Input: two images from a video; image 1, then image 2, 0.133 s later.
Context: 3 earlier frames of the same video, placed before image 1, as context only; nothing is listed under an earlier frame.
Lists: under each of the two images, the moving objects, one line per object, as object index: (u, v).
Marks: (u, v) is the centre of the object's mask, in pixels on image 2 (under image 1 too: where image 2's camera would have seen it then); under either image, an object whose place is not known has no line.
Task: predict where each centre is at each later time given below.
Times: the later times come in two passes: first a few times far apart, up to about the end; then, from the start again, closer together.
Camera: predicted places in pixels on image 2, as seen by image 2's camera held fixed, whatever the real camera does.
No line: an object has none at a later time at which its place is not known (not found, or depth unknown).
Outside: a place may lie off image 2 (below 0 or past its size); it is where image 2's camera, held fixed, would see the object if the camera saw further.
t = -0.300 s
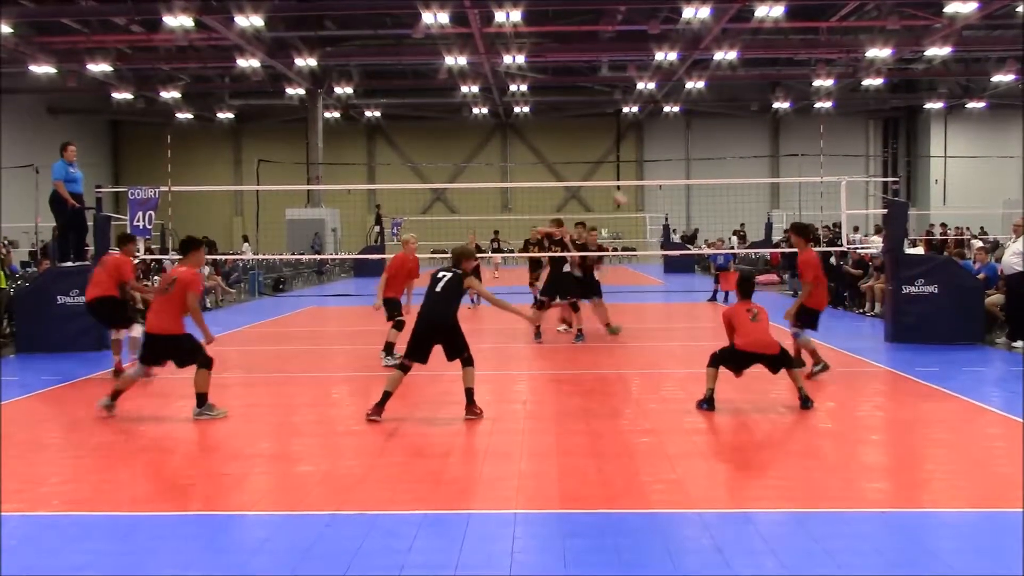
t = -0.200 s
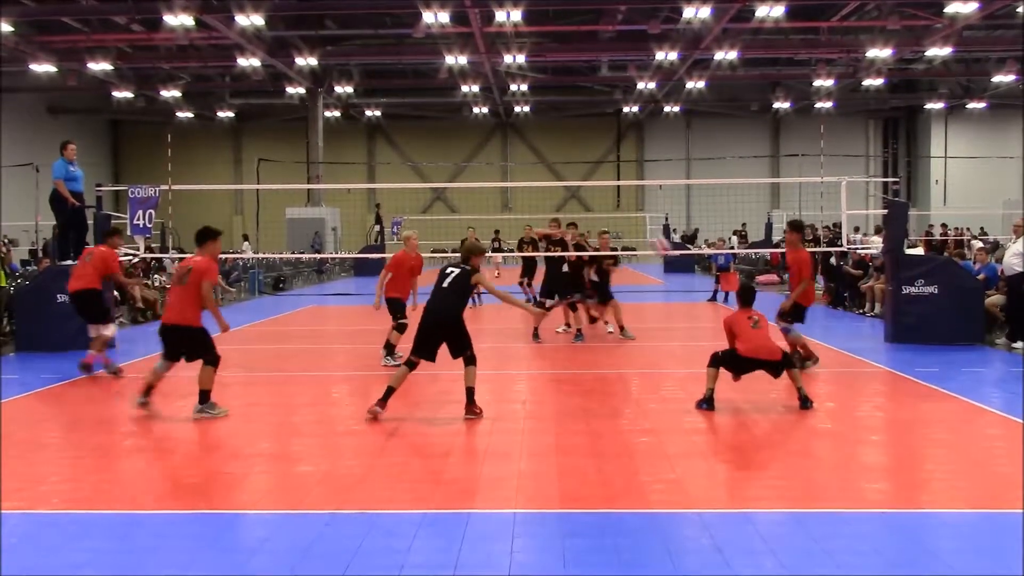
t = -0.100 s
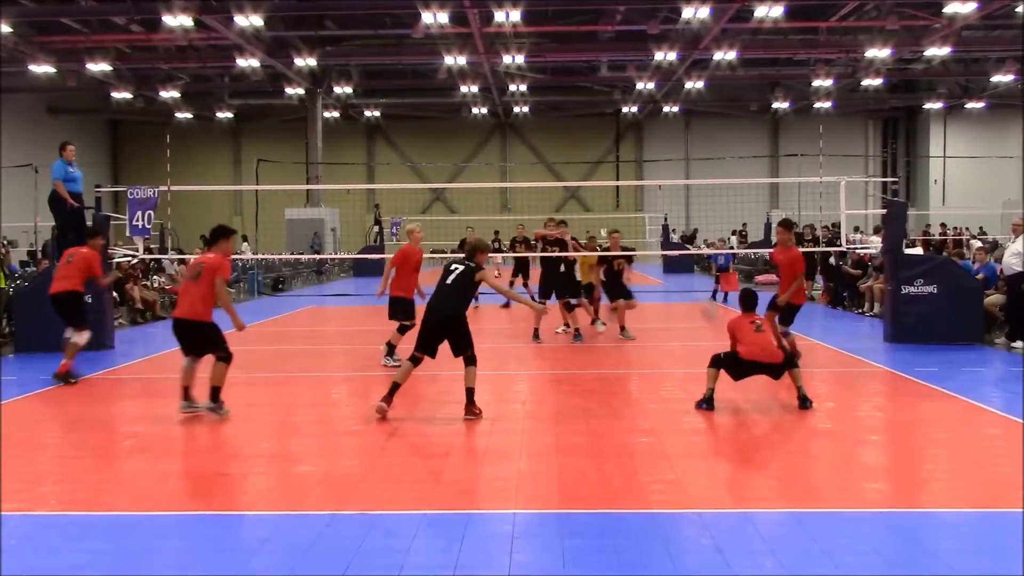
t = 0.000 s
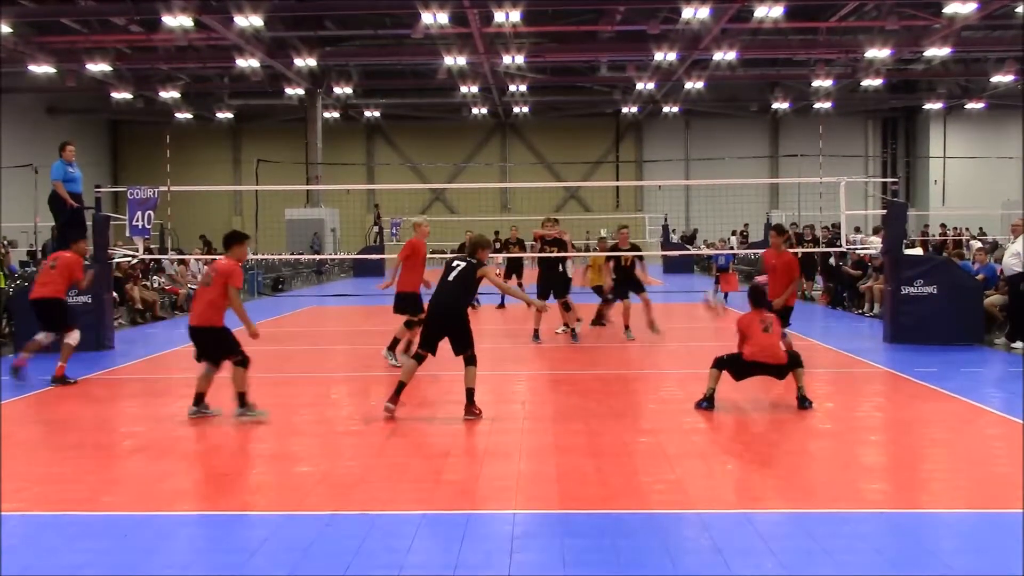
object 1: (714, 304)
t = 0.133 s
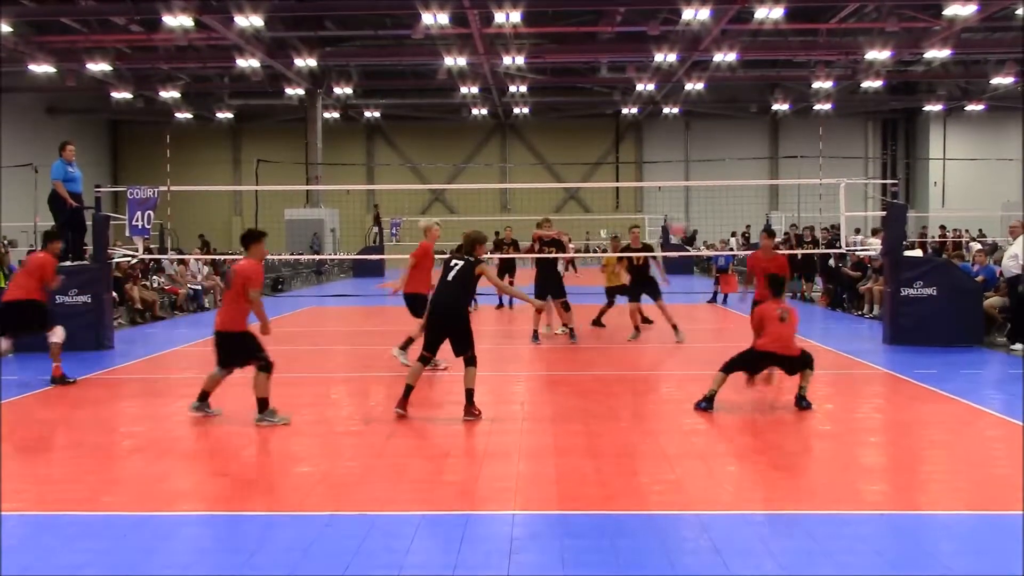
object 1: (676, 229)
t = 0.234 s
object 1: (651, 182)
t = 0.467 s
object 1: (598, 123)
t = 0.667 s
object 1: (558, 115)
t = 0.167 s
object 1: (669, 208)
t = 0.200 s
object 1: (661, 196)
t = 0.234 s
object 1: (651, 182)
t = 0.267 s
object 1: (642, 172)
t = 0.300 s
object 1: (632, 159)
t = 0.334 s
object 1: (628, 148)
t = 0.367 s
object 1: (620, 141)
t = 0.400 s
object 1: (613, 135)
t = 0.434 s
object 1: (606, 129)
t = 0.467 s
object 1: (598, 123)
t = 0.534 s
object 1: (583, 118)
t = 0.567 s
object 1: (576, 116)
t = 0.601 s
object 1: (571, 115)
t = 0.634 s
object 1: (564, 115)
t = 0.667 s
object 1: (558, 115)
